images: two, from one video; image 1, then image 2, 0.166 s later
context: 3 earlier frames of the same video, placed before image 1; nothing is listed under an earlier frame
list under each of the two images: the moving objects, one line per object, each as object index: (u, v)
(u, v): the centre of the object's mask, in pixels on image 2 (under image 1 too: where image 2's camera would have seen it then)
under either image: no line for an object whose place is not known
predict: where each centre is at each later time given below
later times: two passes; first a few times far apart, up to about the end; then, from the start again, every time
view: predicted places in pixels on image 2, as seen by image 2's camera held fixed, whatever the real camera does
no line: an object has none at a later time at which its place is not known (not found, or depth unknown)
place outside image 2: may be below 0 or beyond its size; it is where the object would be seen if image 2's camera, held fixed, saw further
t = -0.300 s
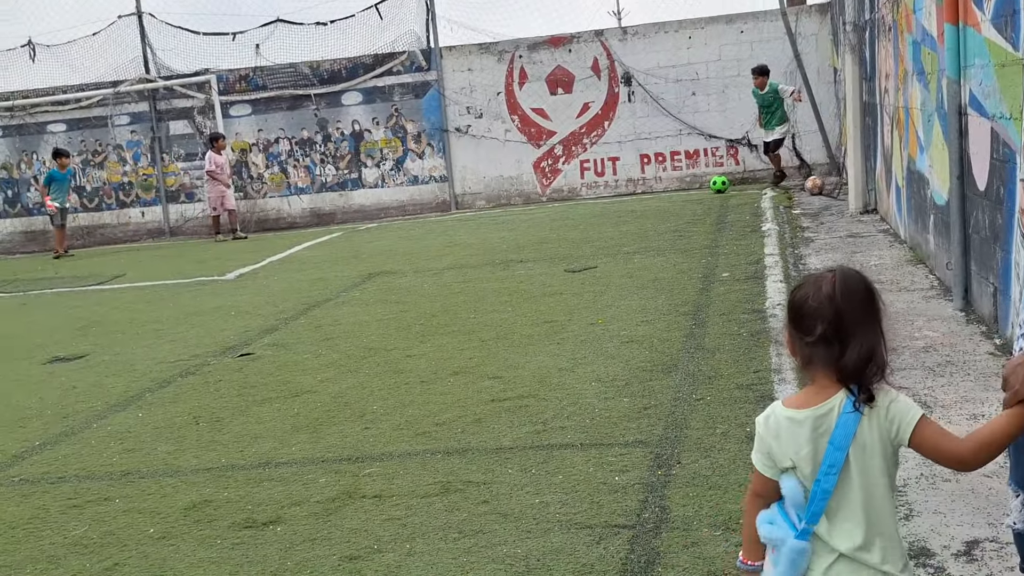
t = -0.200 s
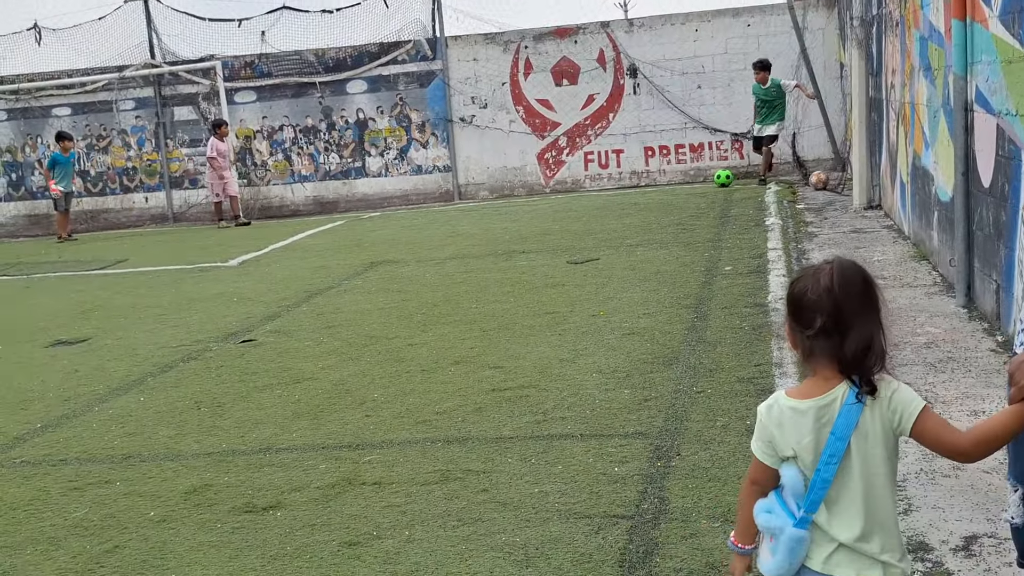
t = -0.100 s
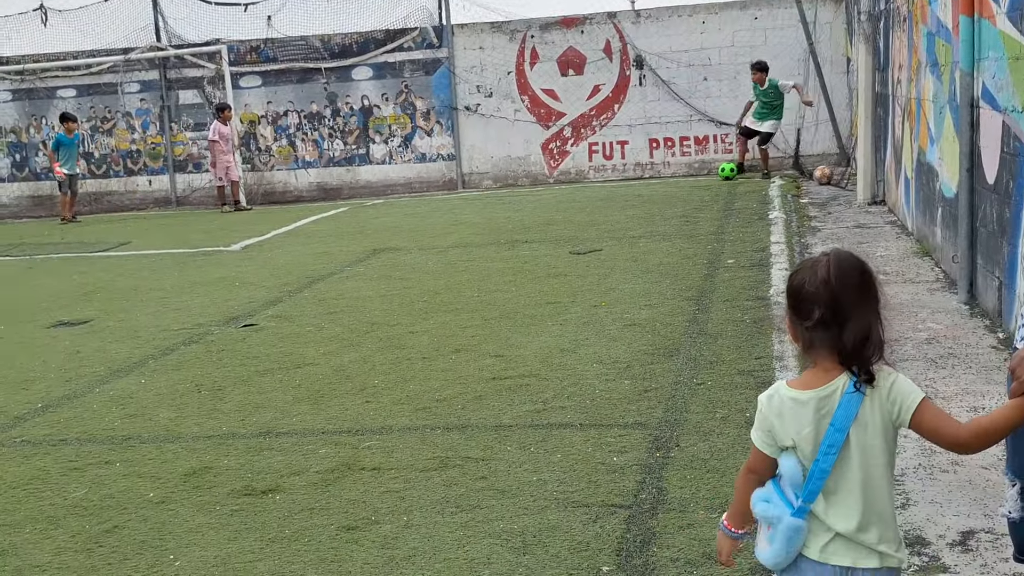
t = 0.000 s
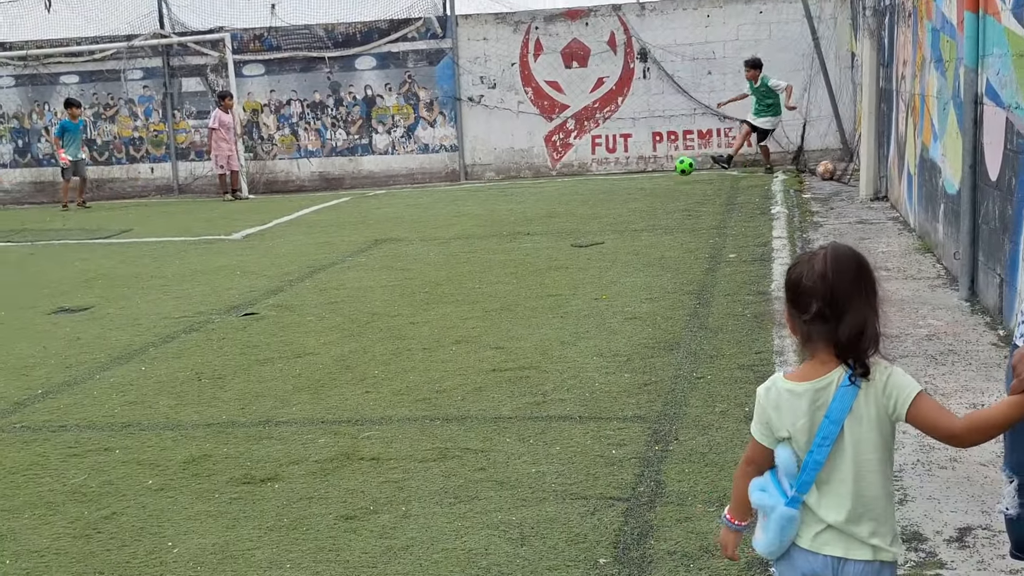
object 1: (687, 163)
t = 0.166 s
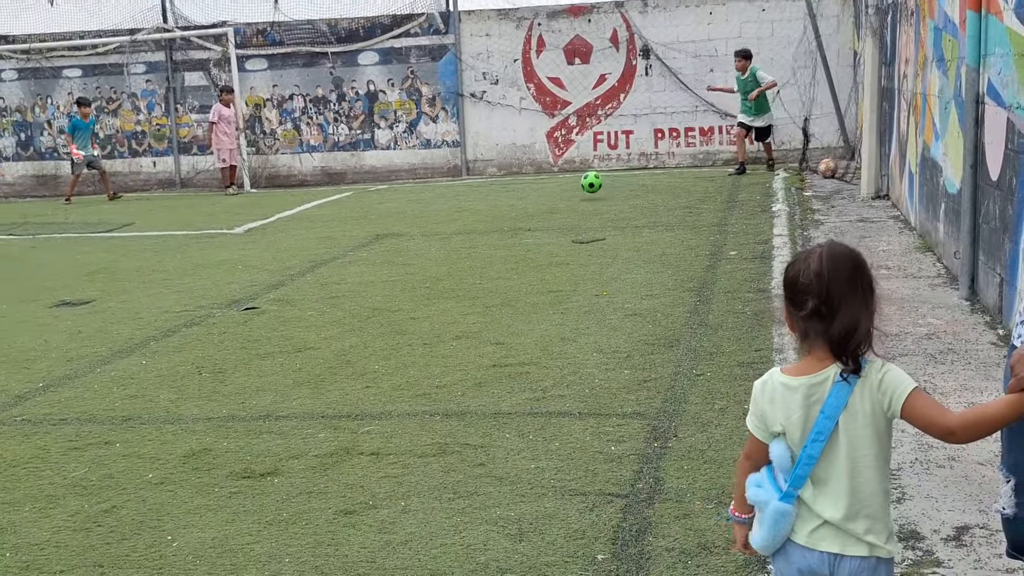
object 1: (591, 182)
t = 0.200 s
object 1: (570, 190)
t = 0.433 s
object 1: (430, 206)
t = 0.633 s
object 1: (291, 244)
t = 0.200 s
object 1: (570, 190)
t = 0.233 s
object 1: (549, 198)
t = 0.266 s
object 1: (531, 198)
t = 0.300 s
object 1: (512, 196)
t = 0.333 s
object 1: (493, 197)
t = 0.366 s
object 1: (473, 198)
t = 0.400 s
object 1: (452, 201)
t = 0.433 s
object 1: (430, 206)
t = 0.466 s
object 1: (408, 212)
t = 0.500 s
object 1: (384, 219)
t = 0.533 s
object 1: (361, 229)
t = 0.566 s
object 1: (336, 241)
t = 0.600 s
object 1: (313, 246)
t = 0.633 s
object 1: (291, 244)
